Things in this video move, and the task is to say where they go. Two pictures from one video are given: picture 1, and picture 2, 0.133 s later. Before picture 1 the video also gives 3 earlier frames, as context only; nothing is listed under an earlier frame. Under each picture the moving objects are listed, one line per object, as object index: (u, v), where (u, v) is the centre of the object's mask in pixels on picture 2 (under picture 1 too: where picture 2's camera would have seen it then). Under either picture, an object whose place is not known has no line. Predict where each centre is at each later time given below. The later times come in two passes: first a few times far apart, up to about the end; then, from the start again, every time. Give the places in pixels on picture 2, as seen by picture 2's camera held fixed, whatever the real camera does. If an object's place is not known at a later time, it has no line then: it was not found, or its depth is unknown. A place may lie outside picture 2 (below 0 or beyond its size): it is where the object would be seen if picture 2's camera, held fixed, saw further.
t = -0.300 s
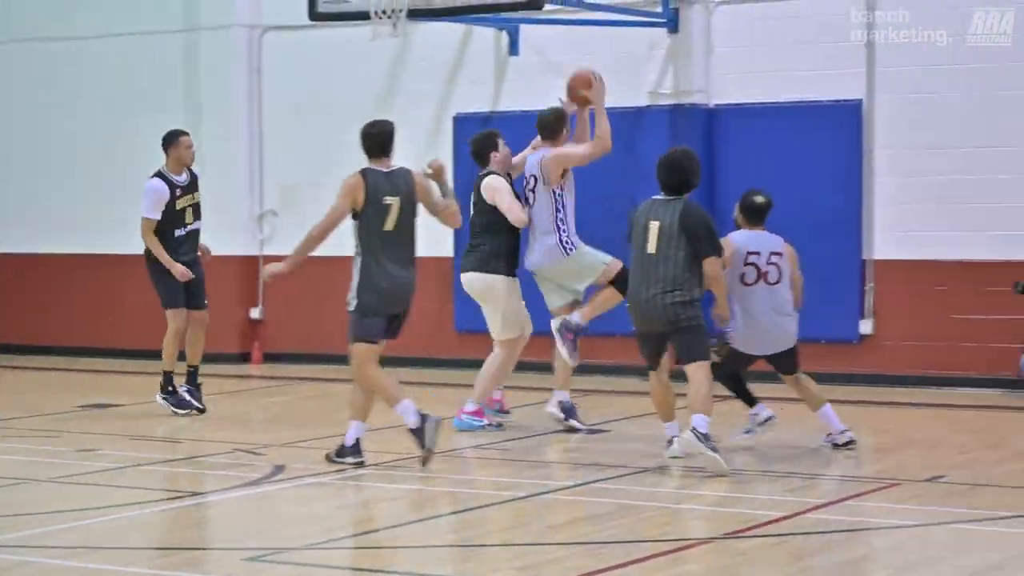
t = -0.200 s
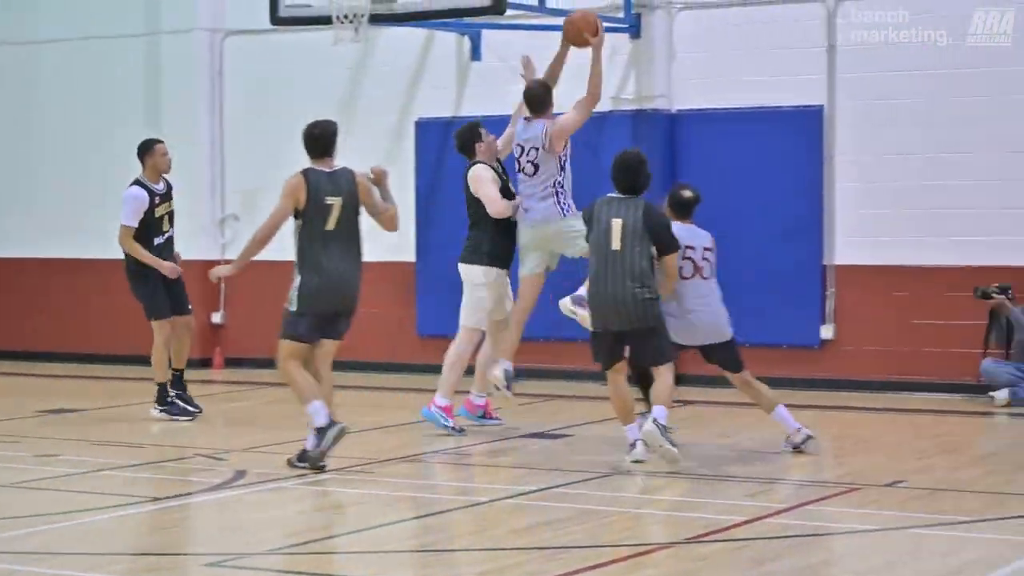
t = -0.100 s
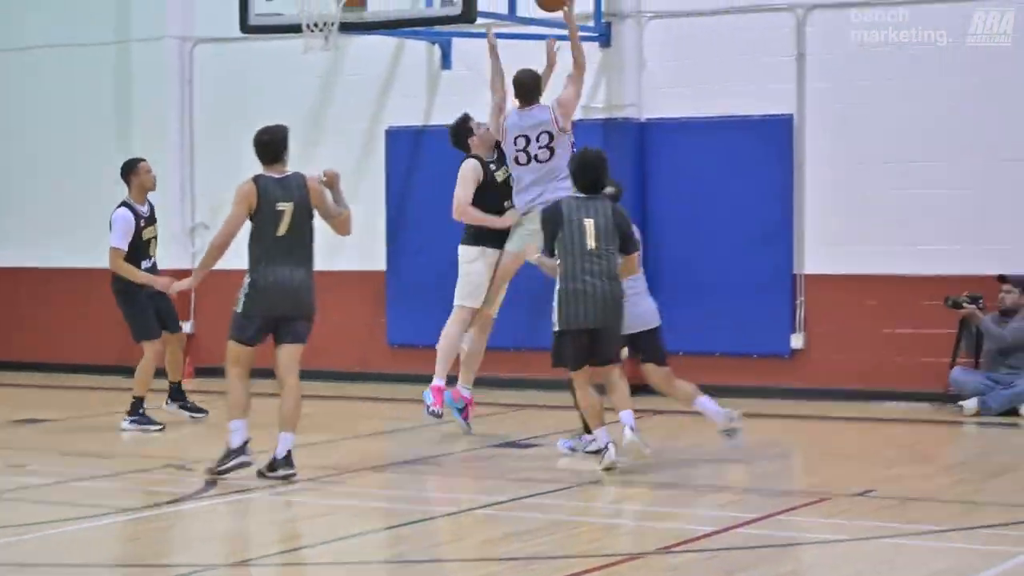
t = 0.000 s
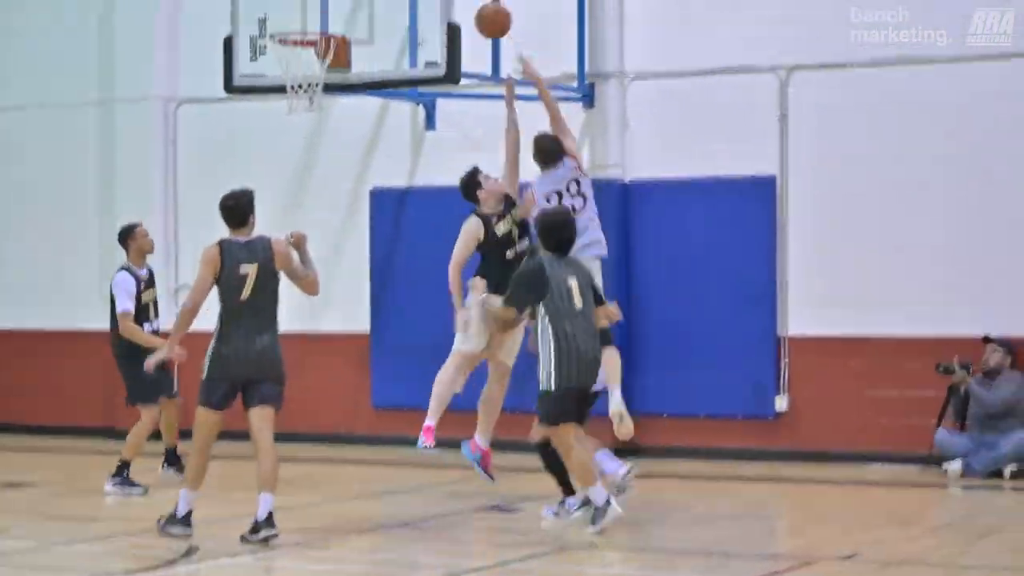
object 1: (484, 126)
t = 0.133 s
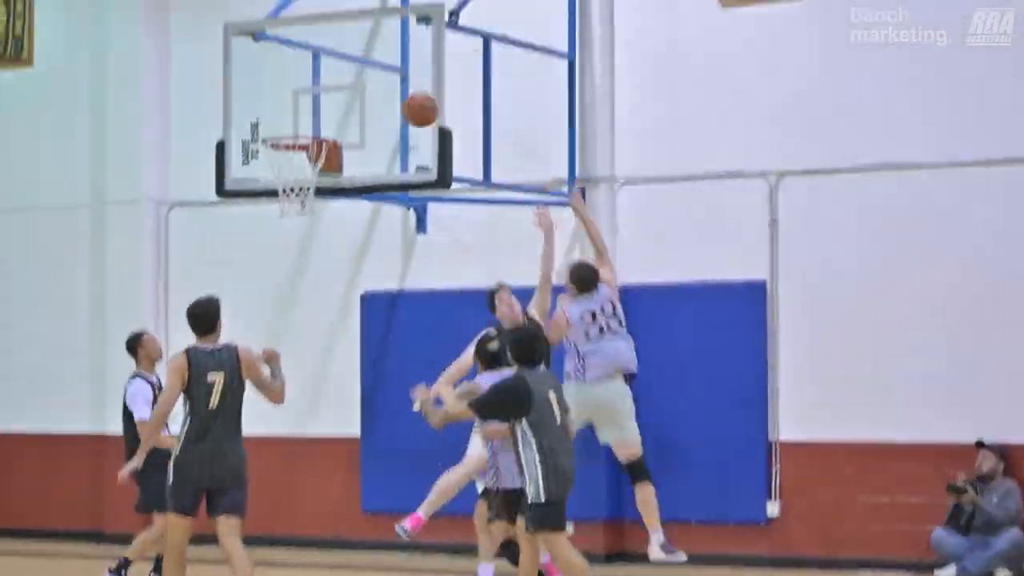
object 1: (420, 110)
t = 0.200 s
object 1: (389, 112)
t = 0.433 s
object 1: (387, 123)
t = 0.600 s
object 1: (460, 143)
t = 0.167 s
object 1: (405, 110)
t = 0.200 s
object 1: (389, 112)
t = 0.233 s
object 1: (375, 115)
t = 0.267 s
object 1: (360, 121)
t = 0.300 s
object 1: (345, 127)
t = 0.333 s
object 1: (343, 131)
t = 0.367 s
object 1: (357, 127)
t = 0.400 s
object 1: (372, 124)
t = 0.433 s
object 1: (387, 123)
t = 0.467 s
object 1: (402, 124)
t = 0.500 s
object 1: (417, 127)
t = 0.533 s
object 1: (432, 131)
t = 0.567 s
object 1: (446, 136)
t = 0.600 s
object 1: (460, 143)
